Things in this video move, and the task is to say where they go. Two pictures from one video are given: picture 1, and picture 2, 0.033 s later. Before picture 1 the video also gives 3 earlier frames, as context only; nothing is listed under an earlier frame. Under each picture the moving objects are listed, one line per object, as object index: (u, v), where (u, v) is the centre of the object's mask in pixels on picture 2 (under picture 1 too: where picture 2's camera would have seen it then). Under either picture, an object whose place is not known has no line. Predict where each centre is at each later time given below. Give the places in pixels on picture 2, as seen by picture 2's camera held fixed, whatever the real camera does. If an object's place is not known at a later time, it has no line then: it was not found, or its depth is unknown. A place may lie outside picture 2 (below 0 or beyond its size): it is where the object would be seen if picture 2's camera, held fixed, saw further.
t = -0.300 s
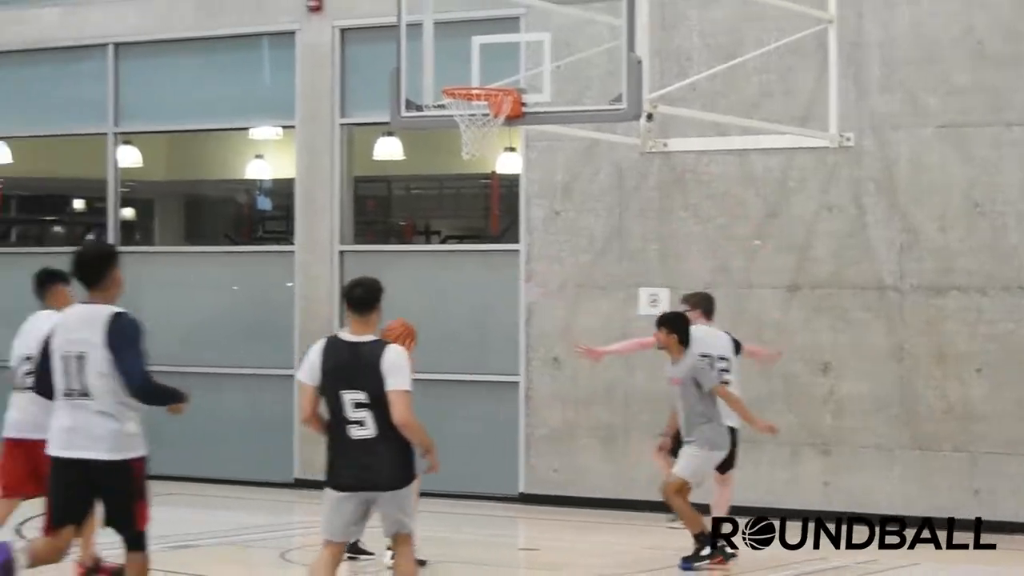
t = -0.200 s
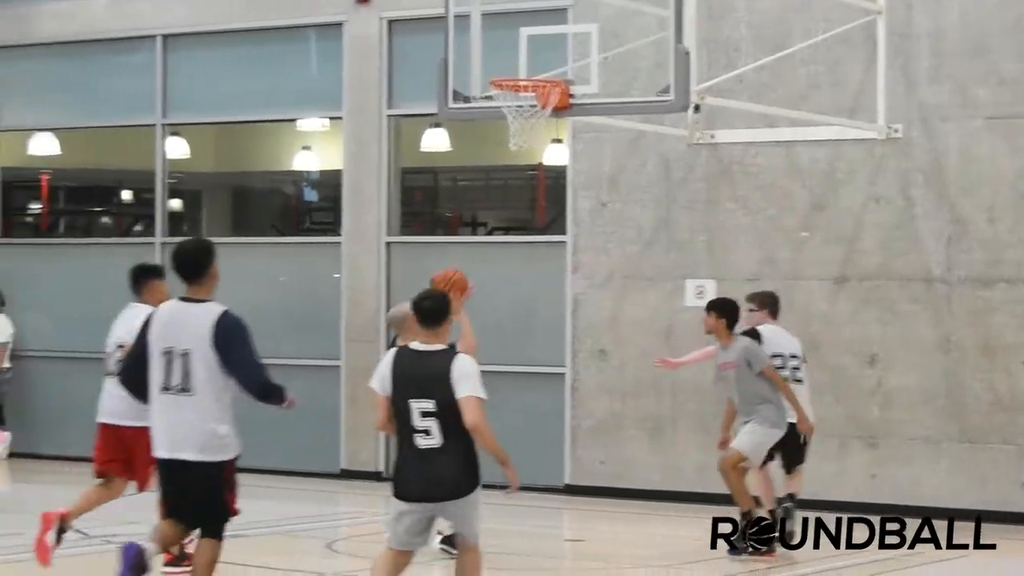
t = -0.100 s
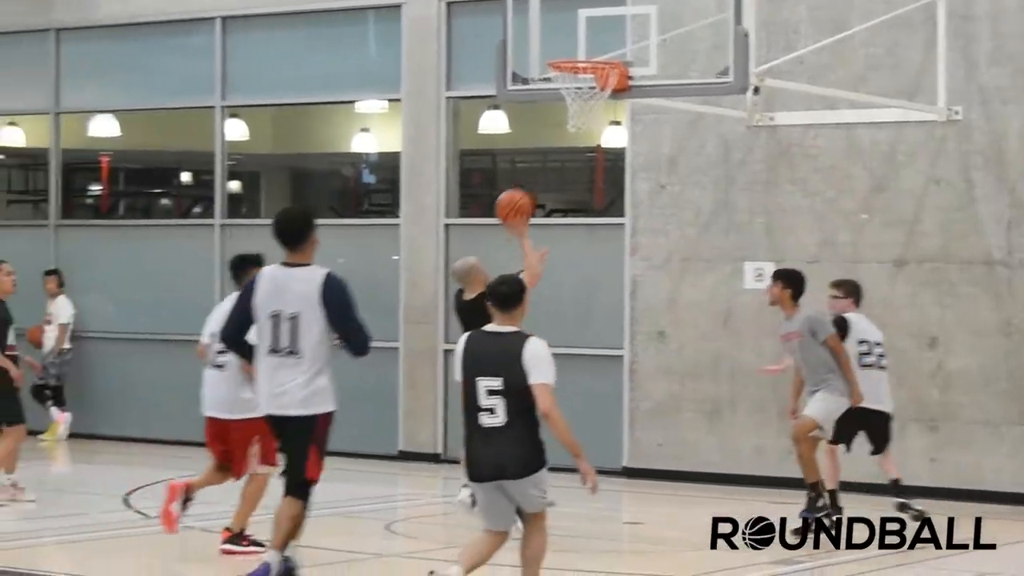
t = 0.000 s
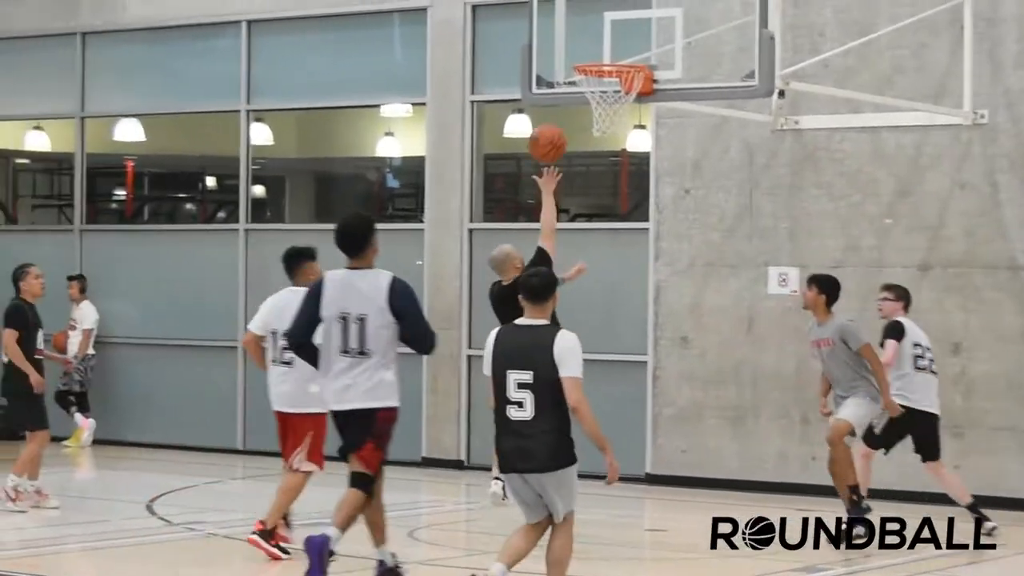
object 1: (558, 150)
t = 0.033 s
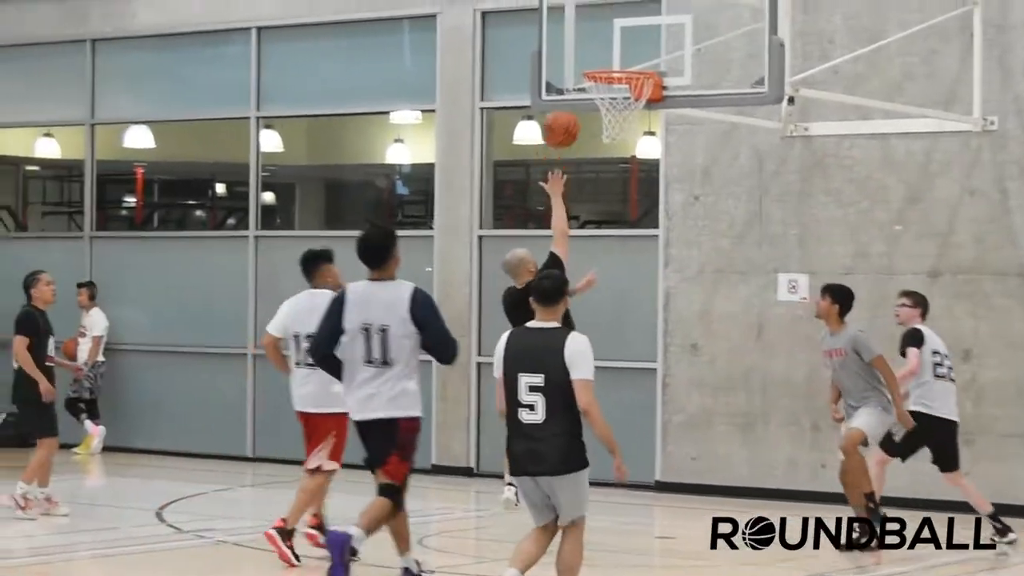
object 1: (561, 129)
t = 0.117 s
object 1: (567, 86)
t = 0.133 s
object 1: (568, 78)
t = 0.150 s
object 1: (570, 71)
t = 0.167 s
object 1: (572, 64)
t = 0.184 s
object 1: (573, 57)
